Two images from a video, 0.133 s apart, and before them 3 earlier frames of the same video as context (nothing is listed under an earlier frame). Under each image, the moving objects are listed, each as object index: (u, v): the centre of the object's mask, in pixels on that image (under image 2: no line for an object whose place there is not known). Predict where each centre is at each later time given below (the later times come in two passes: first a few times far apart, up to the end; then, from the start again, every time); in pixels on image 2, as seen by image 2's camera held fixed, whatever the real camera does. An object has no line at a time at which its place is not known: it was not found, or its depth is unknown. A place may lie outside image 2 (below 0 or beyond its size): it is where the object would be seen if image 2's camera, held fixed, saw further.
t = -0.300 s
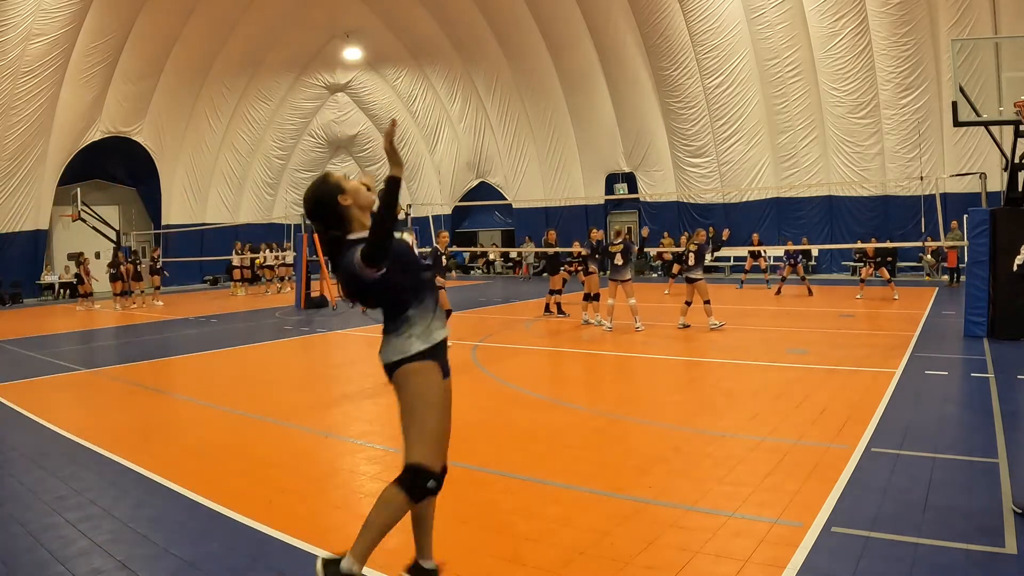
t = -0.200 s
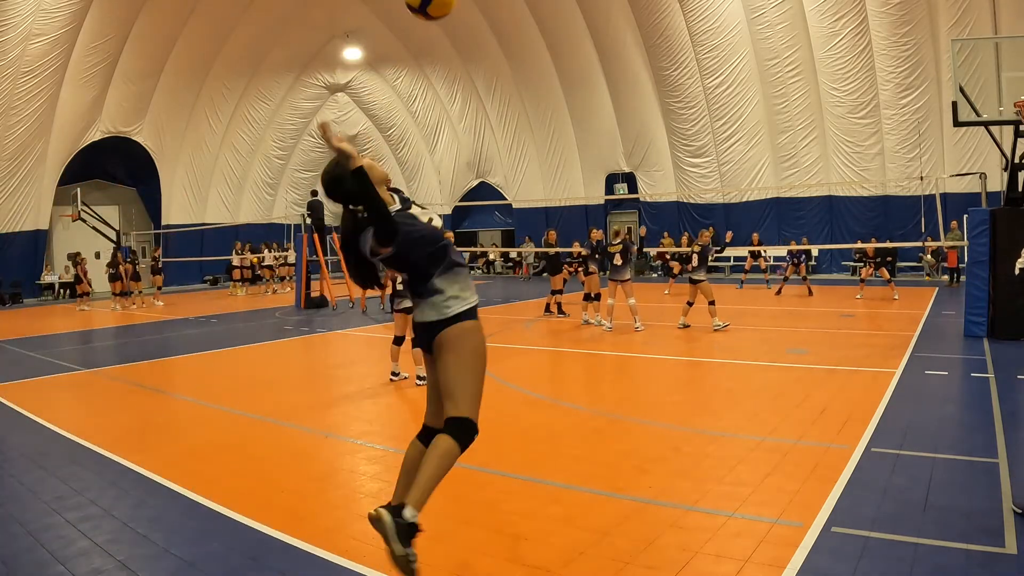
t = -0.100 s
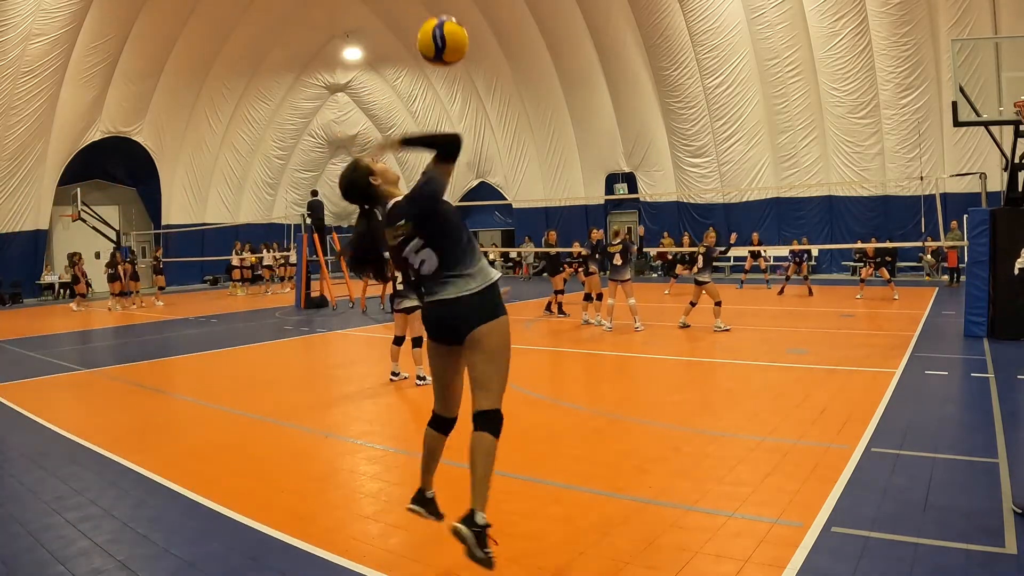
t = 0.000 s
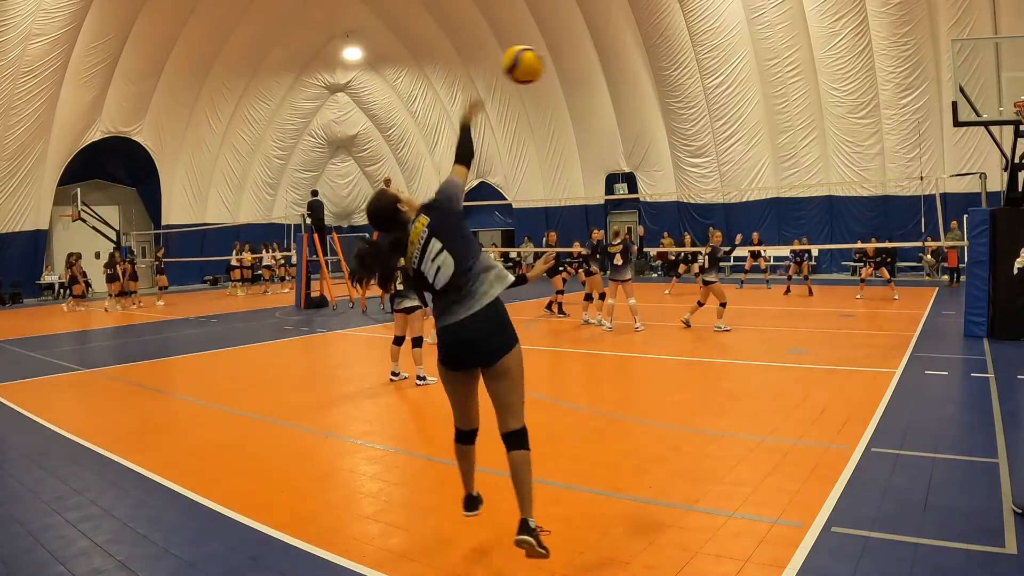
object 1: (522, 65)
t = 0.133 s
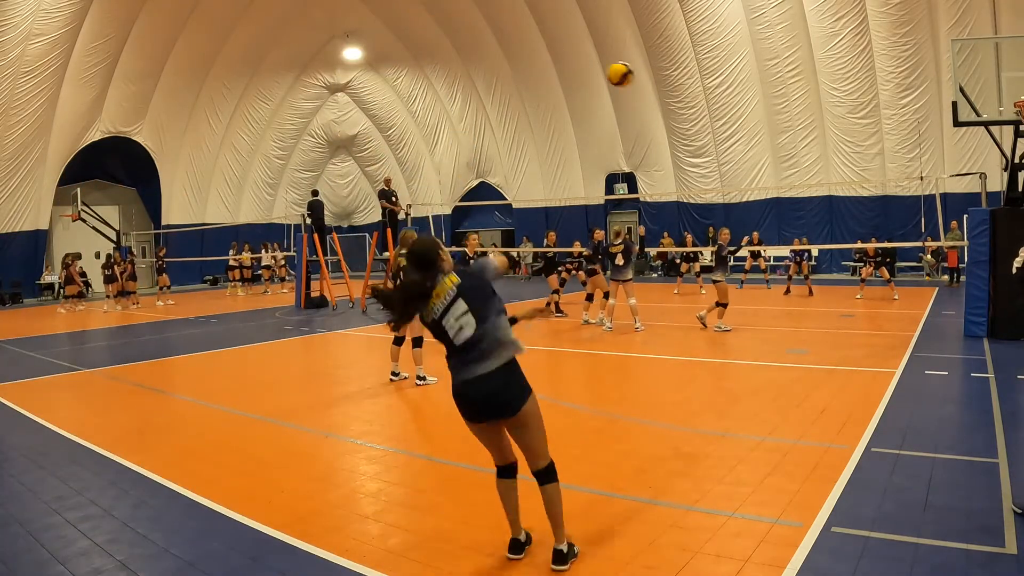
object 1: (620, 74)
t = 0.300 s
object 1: (680, 102)
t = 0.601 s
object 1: (721, 167)
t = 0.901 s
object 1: (738, 235)
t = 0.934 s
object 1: (740, 242)
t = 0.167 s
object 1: (636, 79)
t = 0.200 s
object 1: (649, 84)
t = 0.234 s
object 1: (661, 90)
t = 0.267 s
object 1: (671, 96)
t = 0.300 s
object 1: (680, 102)
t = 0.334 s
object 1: (687, 109)
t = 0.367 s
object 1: (693, 116)
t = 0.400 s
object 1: (699, 123)
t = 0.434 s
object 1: (704, 130)
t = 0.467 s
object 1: (707, 137)
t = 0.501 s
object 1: (711, 144)
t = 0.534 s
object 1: (714, 151)
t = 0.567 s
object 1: (718, 159)
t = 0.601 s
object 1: (721, 167)
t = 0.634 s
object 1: (723, 174)
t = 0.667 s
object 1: (725, 182)
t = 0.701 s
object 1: (727, 189)
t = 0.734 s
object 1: (729, 197)
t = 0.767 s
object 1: (732, 206)
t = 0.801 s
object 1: (733, 213)
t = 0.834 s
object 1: (735, 220)
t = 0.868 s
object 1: (737, 228)
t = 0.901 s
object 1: (738, 235)
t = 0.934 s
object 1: (740, 242)
